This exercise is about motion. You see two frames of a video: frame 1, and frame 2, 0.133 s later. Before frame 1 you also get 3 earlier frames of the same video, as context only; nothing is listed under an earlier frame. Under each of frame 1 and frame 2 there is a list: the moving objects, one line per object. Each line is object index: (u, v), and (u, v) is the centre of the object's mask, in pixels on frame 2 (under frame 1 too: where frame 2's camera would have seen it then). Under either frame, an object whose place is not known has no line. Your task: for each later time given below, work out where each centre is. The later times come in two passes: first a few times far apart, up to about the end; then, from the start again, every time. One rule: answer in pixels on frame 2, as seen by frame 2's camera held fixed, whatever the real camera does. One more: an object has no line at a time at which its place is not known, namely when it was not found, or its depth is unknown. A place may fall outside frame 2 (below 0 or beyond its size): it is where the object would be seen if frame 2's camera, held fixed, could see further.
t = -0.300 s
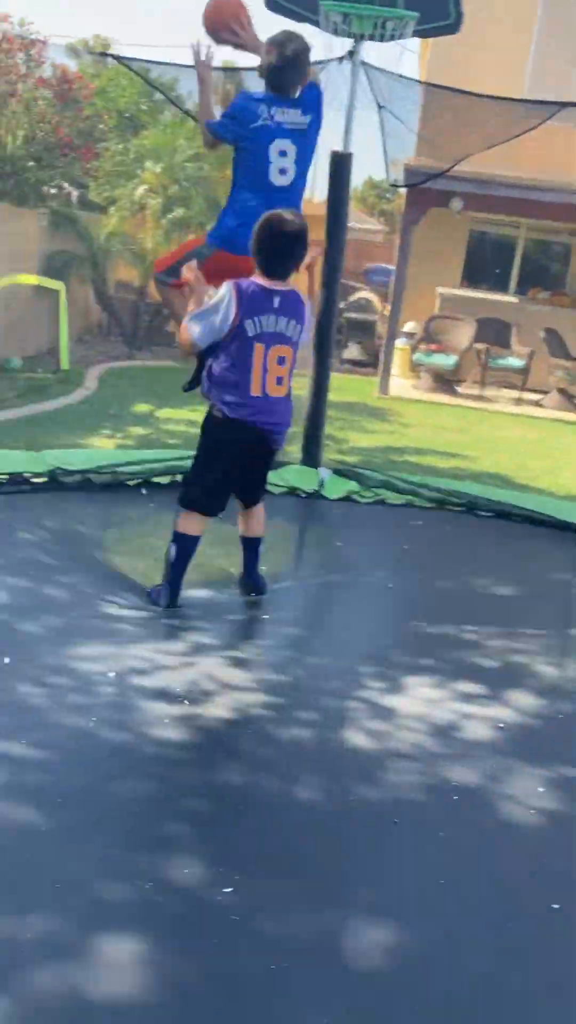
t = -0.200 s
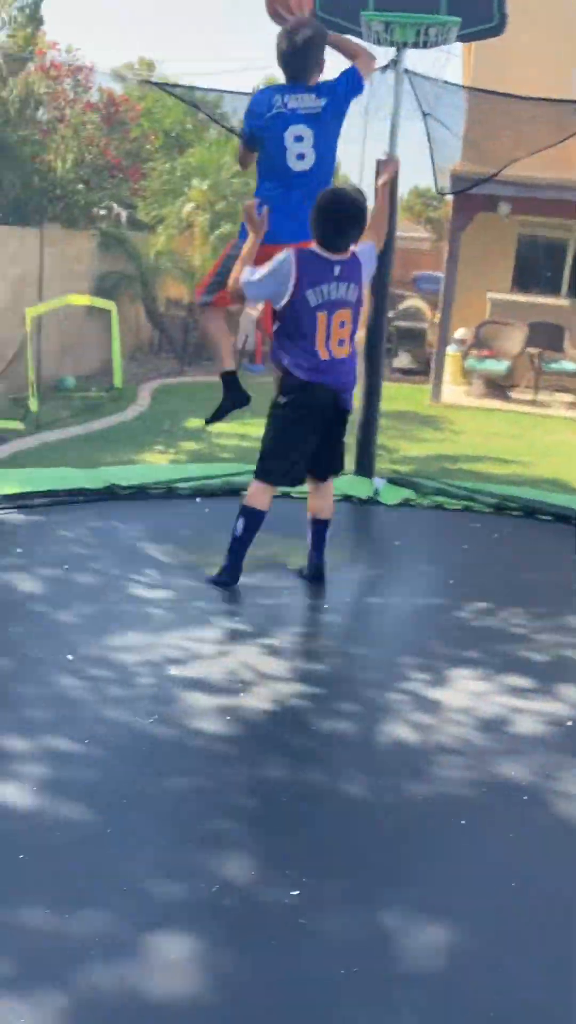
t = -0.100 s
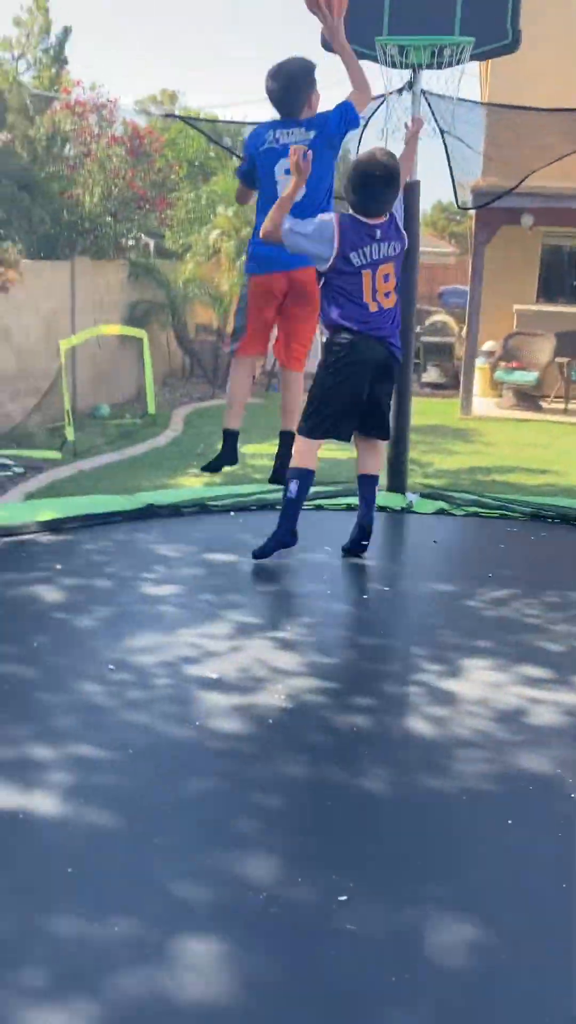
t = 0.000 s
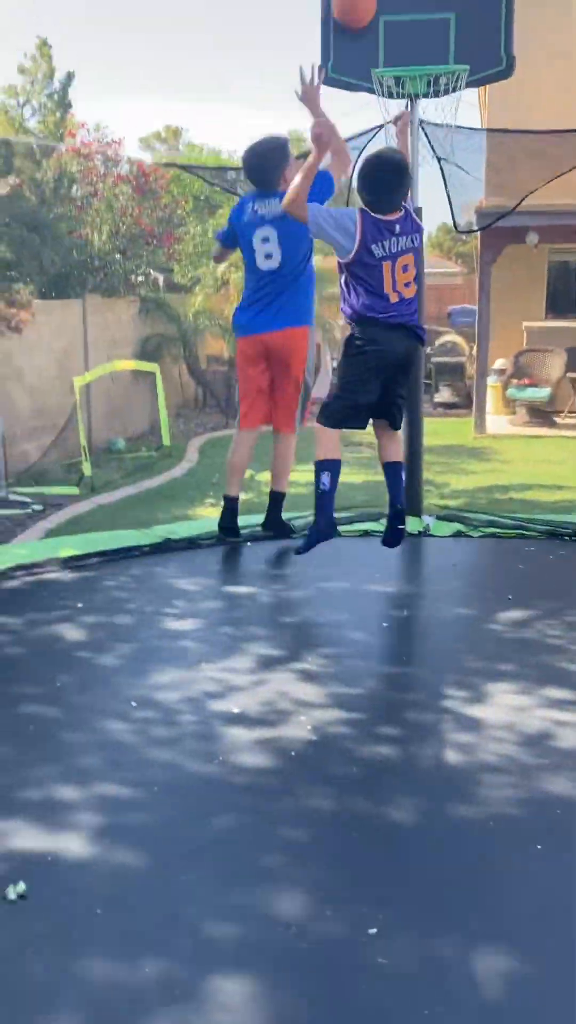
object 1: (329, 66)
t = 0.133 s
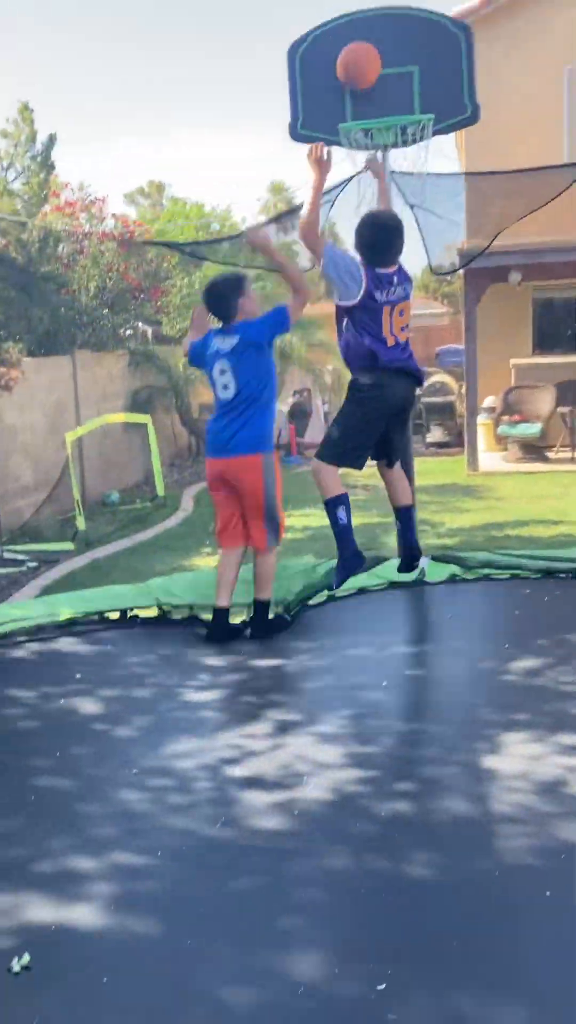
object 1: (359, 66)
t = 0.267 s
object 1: (391, 114)
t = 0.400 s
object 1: (398, 157)
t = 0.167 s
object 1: (366, 74)
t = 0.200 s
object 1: (375, 86)
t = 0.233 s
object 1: (383, 98)
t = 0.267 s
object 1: (391, 114)
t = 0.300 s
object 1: (394, 121)
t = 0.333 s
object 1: (395, 130)
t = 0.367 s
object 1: (397, 143)
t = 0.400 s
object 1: (398, 157)
